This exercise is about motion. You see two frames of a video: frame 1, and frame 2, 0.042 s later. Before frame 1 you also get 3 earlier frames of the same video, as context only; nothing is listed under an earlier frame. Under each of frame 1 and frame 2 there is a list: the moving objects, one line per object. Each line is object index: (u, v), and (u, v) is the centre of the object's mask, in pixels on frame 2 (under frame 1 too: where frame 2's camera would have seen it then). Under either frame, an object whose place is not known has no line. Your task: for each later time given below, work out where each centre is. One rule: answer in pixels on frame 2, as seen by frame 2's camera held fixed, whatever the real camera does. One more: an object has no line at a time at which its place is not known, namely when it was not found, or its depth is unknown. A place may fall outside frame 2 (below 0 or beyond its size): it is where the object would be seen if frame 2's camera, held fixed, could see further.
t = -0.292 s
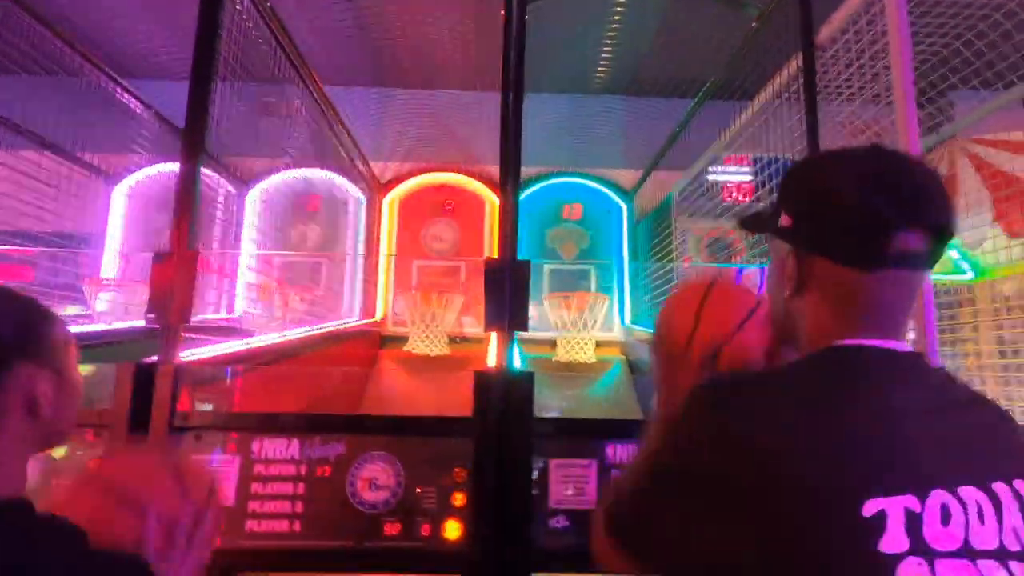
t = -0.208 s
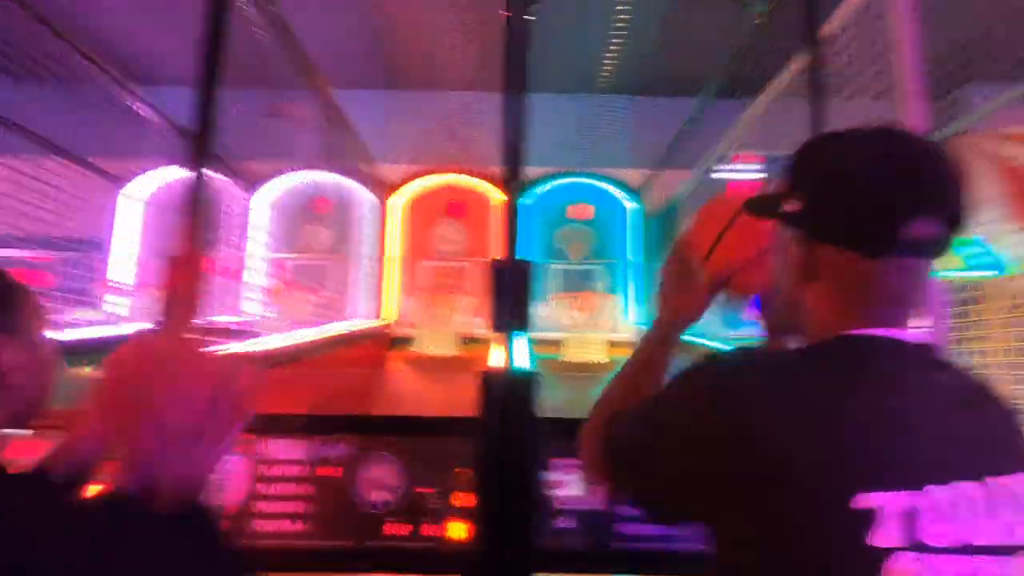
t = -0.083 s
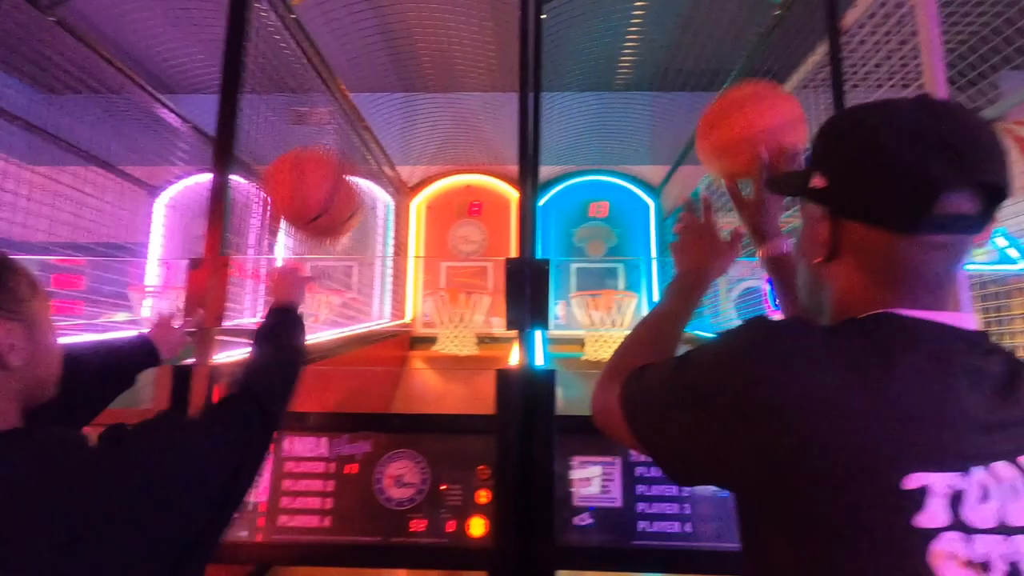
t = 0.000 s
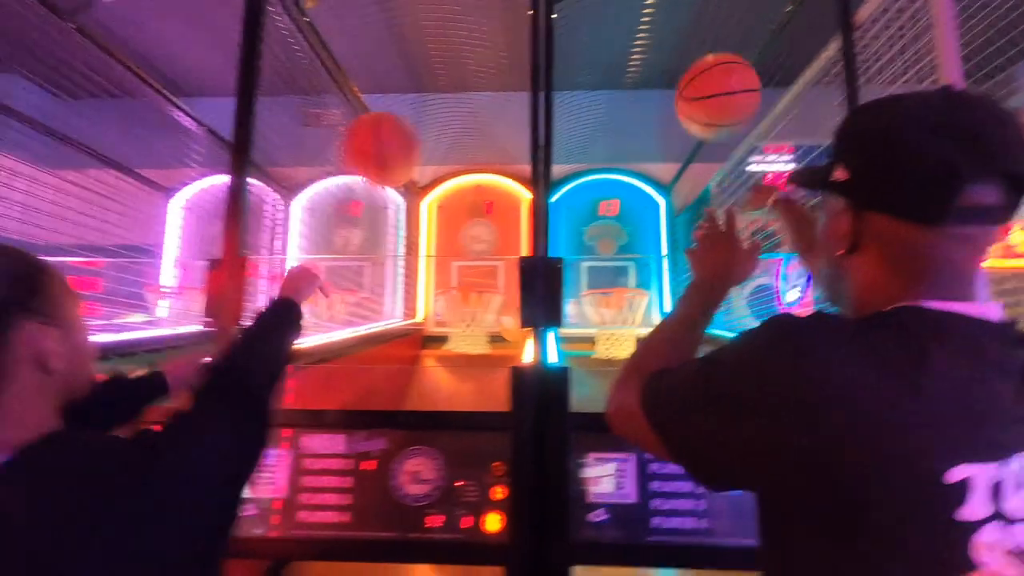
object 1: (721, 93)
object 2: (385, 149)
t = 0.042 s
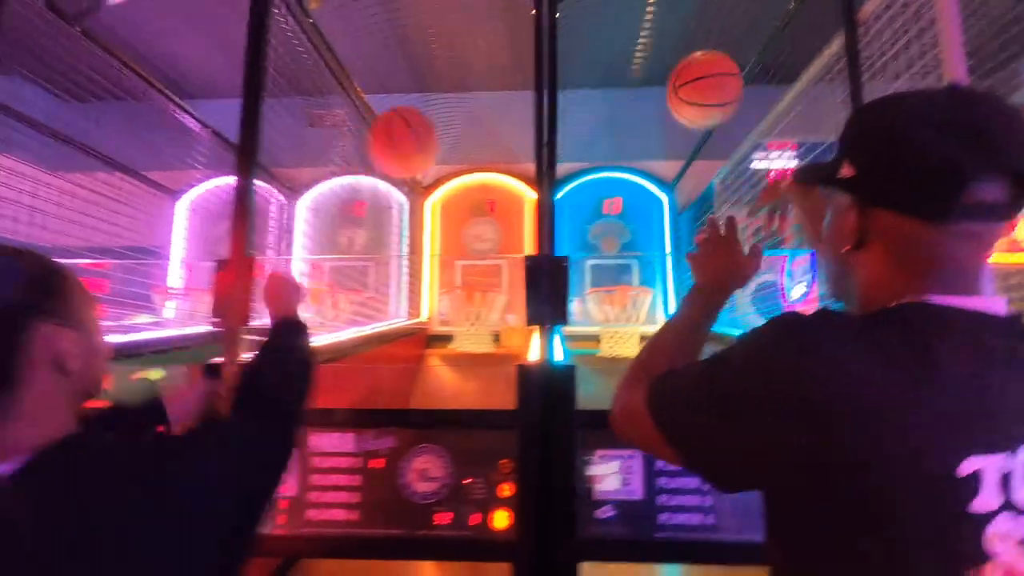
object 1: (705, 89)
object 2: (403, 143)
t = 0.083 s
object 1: (691, 91)
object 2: (419, 141)
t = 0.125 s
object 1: (681, 96)
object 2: (433, 142)
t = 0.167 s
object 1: (673, 105)
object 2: (445, 147)
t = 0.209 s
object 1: (666, 117)
